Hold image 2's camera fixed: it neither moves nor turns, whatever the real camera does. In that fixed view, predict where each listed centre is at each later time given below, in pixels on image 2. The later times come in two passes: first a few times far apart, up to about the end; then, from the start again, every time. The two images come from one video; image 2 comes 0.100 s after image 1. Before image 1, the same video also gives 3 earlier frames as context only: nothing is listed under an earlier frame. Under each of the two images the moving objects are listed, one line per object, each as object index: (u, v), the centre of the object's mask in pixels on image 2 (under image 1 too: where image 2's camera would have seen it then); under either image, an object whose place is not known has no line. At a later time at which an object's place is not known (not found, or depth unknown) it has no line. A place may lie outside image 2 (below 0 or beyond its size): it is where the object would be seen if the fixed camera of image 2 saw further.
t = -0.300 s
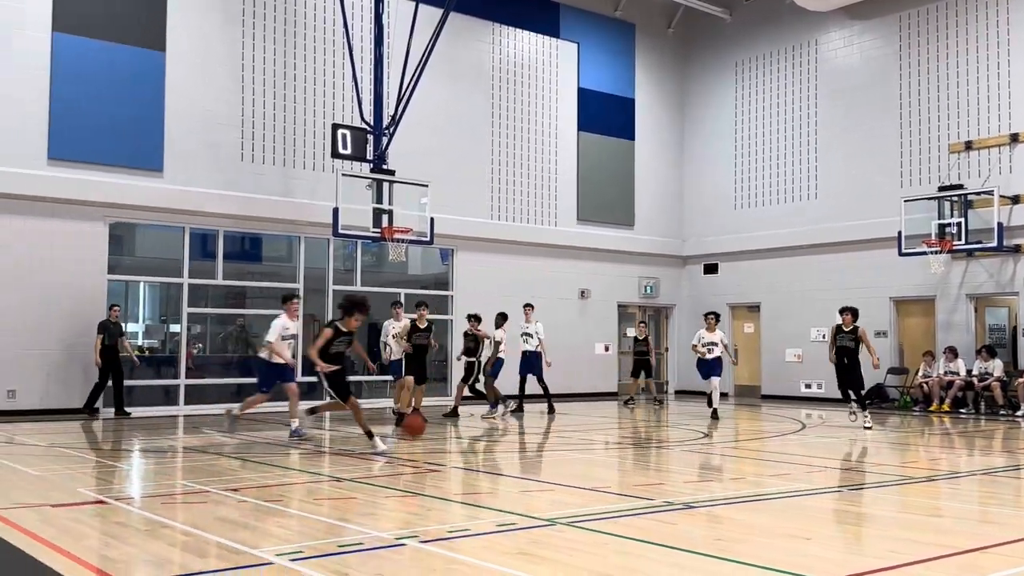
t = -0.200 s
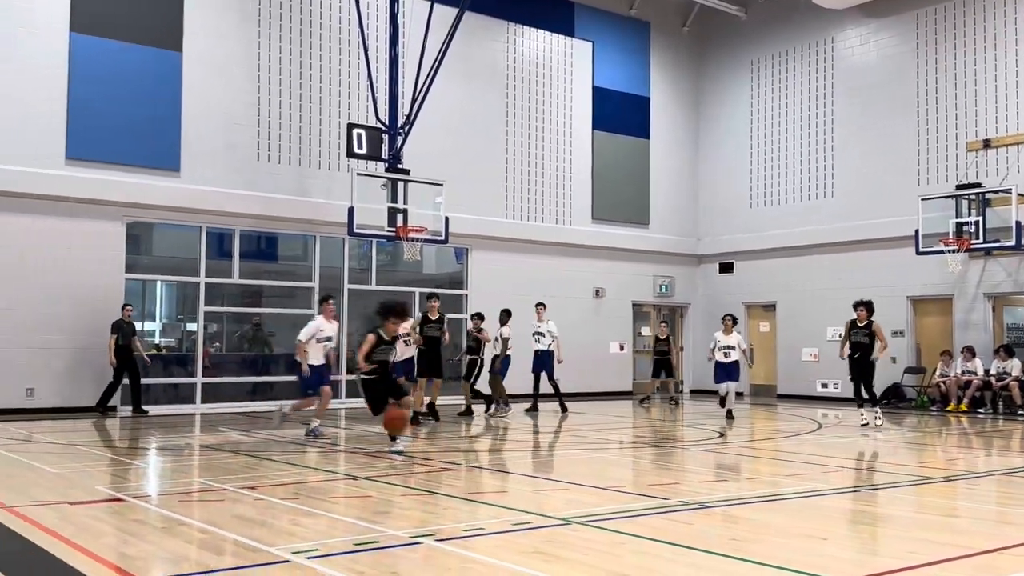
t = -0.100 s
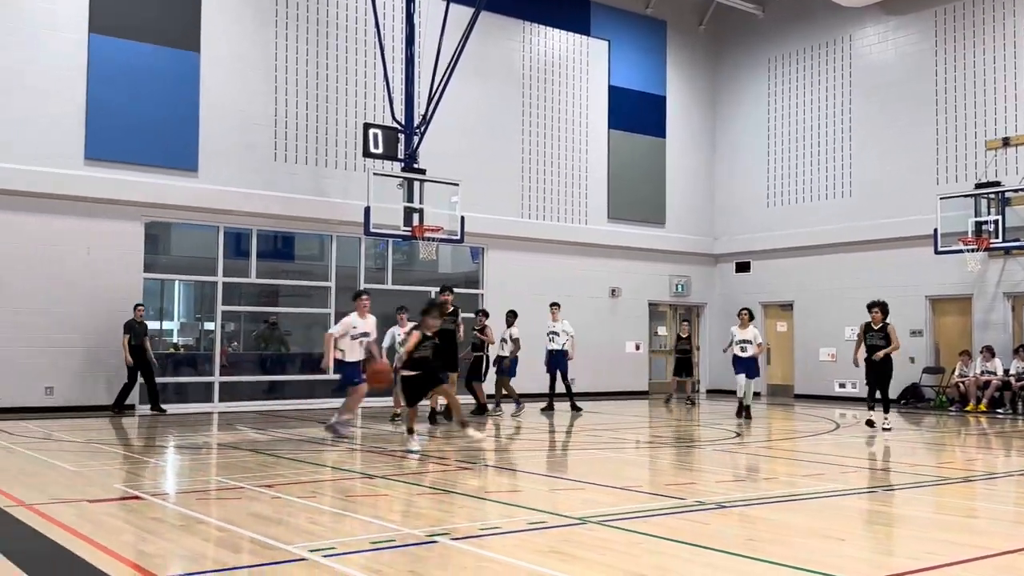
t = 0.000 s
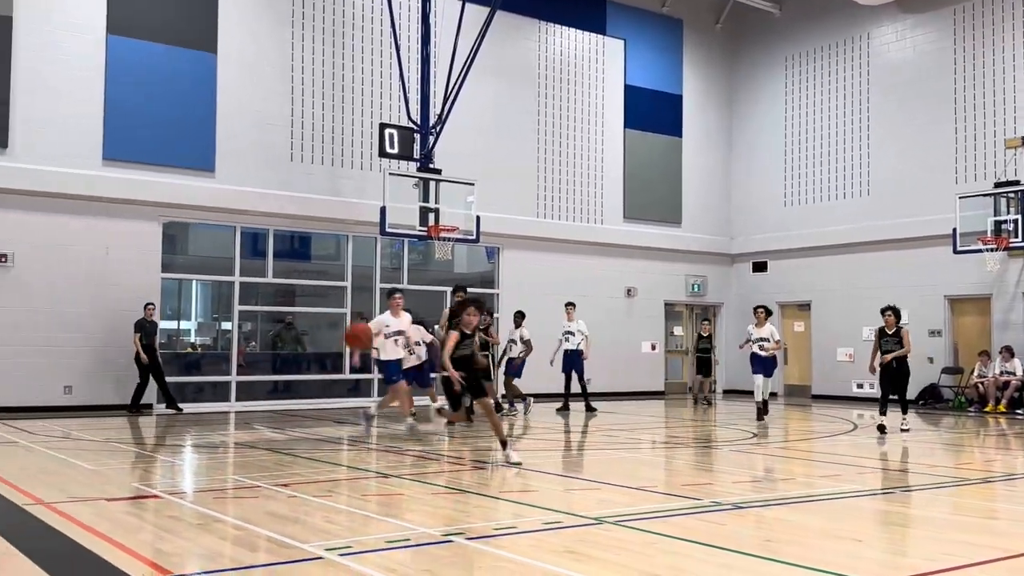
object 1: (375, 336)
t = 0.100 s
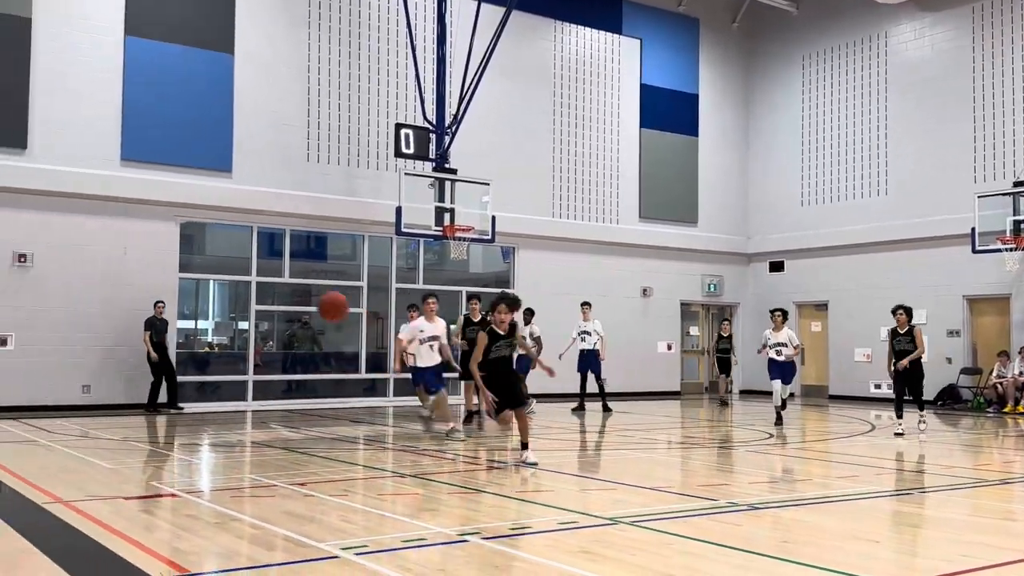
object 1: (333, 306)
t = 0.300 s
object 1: (235, 283)
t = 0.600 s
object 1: (22, 380)
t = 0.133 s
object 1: (317, 299)
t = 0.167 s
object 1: (303, 293)
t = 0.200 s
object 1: (287, 289)
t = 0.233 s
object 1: (270, 285)
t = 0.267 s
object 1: (253, 284)
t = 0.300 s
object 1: (235, 283)
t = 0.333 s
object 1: (216, 285)
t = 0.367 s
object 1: (194, 288)
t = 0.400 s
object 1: (174, 294)
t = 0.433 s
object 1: (153, 301)
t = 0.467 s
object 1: (129, 313)
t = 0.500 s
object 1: (104, 325)
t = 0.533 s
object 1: (79, 341)
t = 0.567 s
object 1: (50, 359)
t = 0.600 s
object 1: (22, 380)
